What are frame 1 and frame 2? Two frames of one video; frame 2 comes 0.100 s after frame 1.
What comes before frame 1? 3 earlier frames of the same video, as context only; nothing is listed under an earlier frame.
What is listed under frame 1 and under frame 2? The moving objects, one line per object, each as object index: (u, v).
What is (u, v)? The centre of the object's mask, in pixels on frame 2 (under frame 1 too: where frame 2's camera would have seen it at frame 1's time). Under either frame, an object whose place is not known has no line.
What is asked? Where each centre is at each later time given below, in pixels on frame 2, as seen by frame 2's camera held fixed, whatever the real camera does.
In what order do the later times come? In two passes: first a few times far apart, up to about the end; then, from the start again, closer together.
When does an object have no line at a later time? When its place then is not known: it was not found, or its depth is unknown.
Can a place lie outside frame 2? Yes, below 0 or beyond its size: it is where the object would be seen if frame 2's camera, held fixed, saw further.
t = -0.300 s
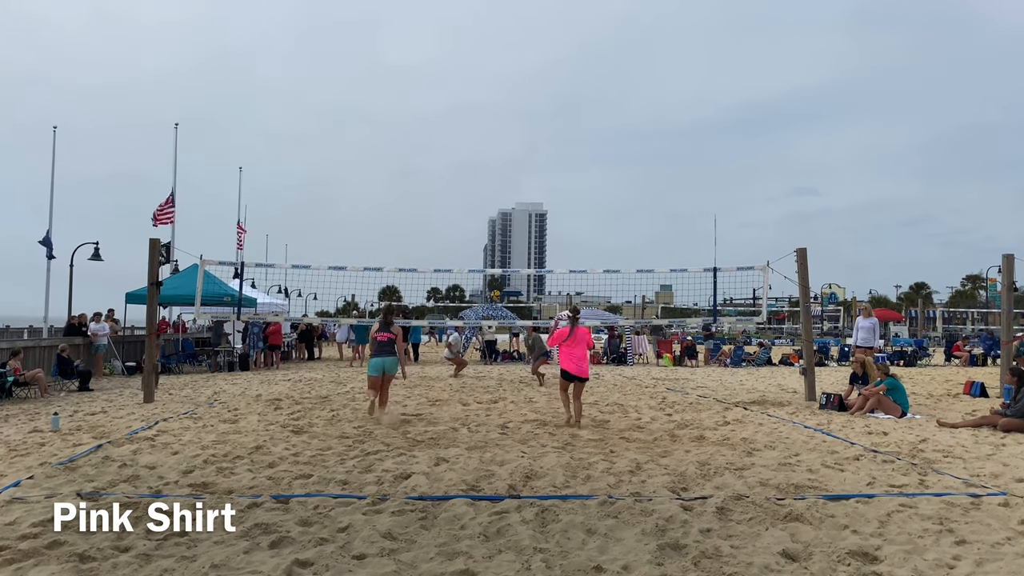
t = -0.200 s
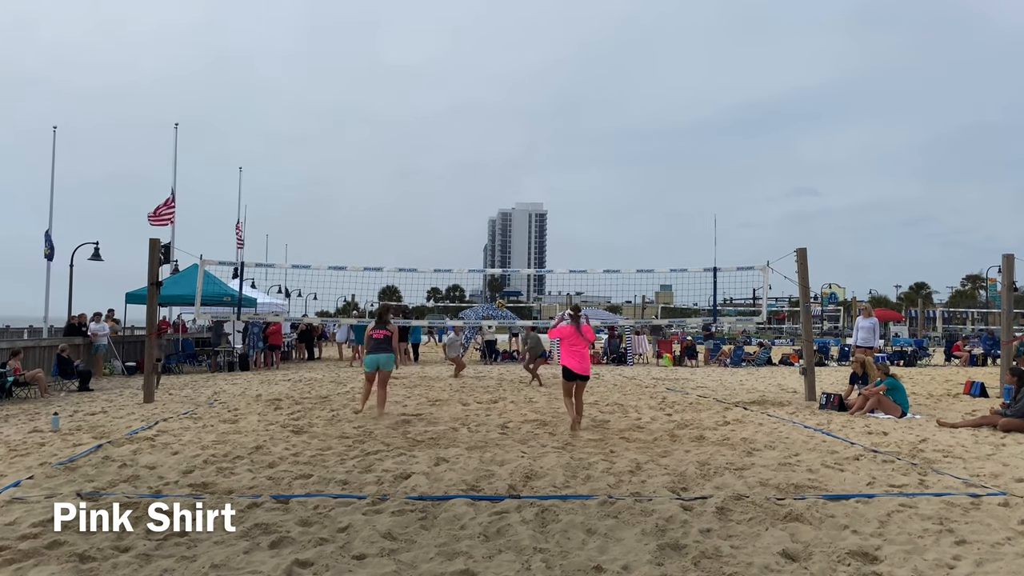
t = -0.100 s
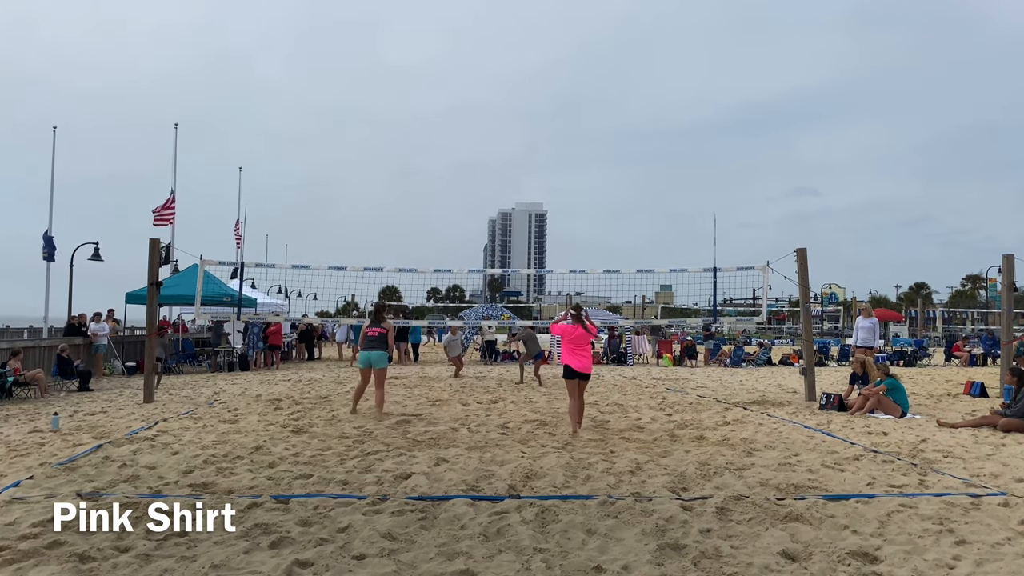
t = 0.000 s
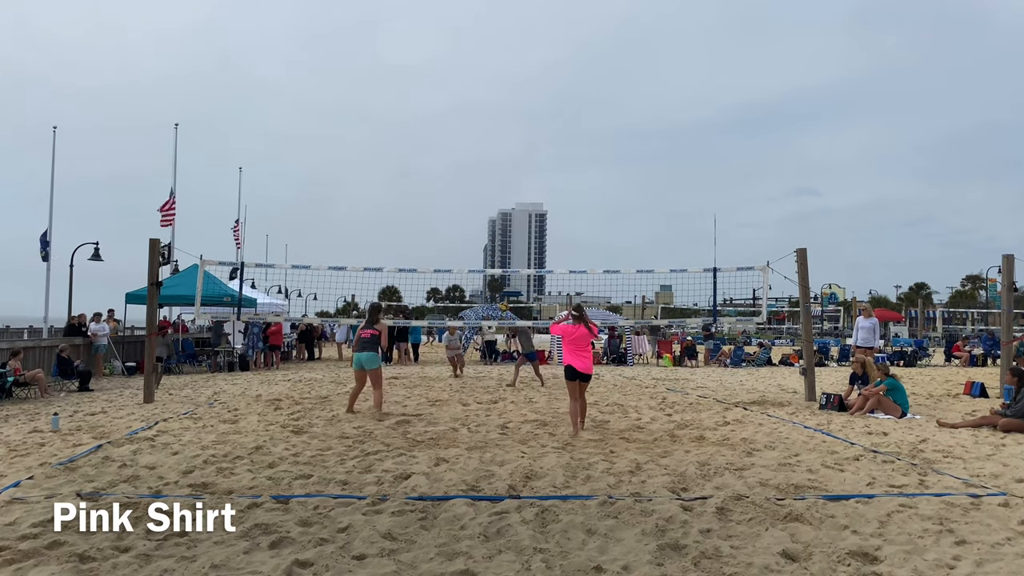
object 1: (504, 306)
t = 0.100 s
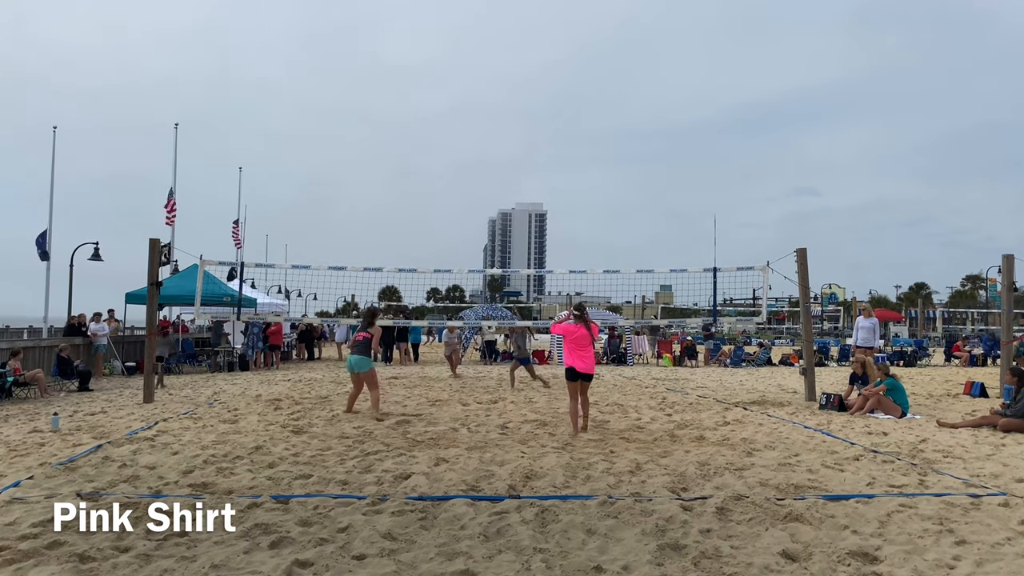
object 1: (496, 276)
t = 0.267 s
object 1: (485, 224)
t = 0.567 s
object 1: (464, 171)
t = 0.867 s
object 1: (444, 160)
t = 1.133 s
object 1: (427, 186)
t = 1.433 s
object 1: (407, 257)
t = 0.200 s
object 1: (489, 241)
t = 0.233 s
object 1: (487, 233)
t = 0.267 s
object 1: (485, 224)
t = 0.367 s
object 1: (478, 202)
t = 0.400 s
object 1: (476, 195)
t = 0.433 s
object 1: (473, 189)
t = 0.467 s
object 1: (471, 184)
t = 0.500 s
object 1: (469, 179)
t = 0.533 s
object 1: (467, 174)
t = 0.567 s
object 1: (464, 171)
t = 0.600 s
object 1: (462, 167)
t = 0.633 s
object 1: (460, 165)
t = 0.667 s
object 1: (457, 163)
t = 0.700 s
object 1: (455, 161)
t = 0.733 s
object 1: (453, 160)
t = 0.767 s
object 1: (451, 159)
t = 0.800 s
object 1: (449, 159)
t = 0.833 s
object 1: (447, 159)
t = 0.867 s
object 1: (444, 160)
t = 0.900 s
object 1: (442, 162)
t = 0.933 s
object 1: (440, 164)
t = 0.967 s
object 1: (438, 166)
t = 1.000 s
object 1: (436, 169)
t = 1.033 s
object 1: (434, 173)
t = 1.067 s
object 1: (431, 177)
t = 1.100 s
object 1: (429, 182)
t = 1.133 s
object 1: (427, 186)
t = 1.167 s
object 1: (425, 192)
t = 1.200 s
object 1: (423, 199)
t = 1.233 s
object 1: (421, 205)
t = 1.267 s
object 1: (418, 213)
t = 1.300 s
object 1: (416, 220)
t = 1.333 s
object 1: (414, 229)
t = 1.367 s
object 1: (411, 238)
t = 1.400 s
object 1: (409, 247)
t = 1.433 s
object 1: (407, 257)
